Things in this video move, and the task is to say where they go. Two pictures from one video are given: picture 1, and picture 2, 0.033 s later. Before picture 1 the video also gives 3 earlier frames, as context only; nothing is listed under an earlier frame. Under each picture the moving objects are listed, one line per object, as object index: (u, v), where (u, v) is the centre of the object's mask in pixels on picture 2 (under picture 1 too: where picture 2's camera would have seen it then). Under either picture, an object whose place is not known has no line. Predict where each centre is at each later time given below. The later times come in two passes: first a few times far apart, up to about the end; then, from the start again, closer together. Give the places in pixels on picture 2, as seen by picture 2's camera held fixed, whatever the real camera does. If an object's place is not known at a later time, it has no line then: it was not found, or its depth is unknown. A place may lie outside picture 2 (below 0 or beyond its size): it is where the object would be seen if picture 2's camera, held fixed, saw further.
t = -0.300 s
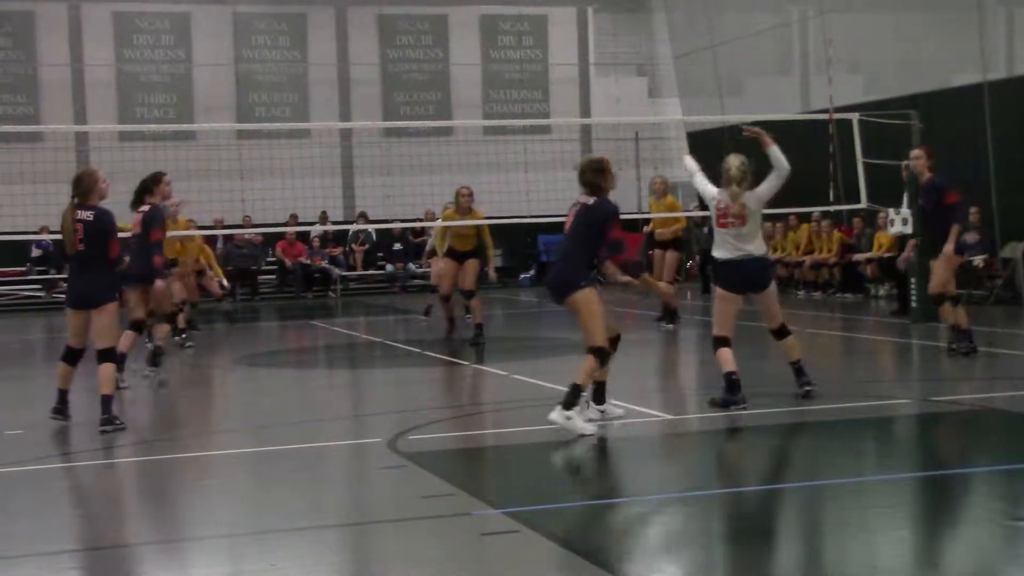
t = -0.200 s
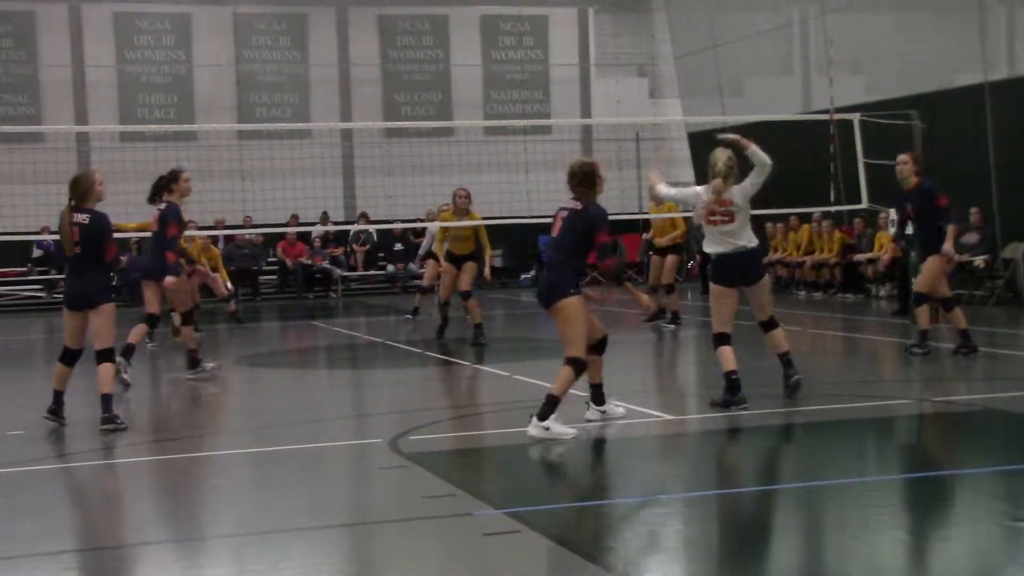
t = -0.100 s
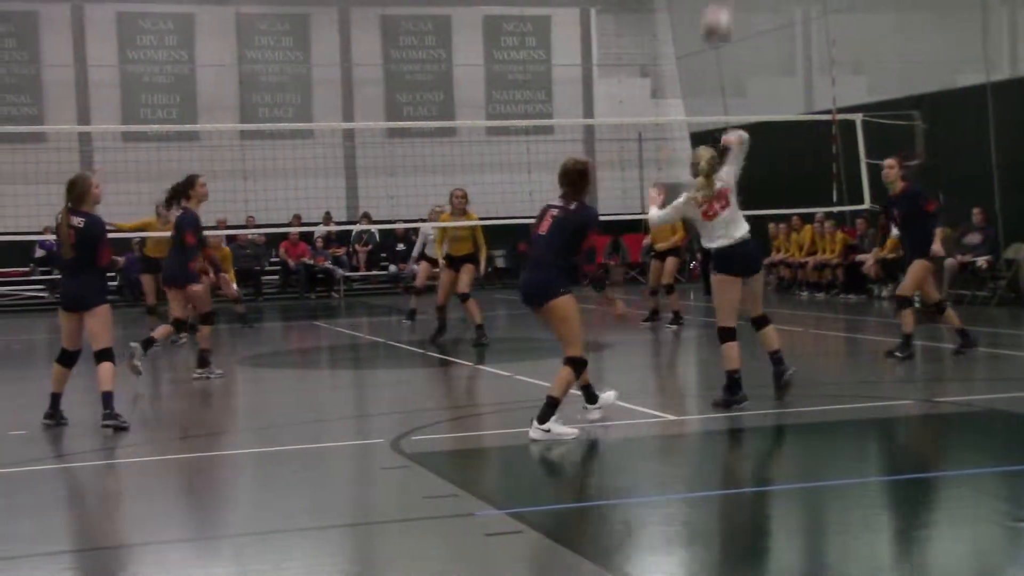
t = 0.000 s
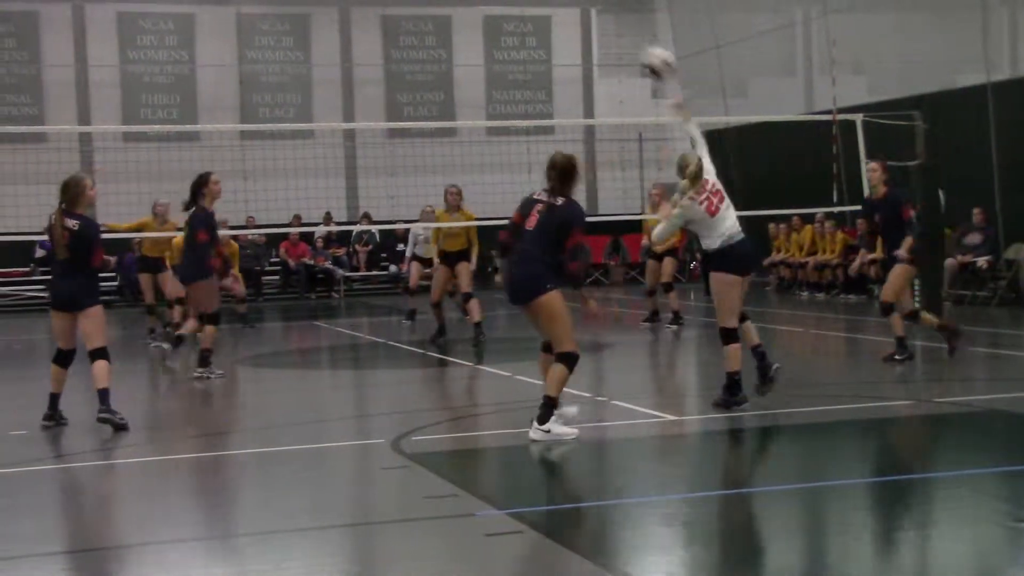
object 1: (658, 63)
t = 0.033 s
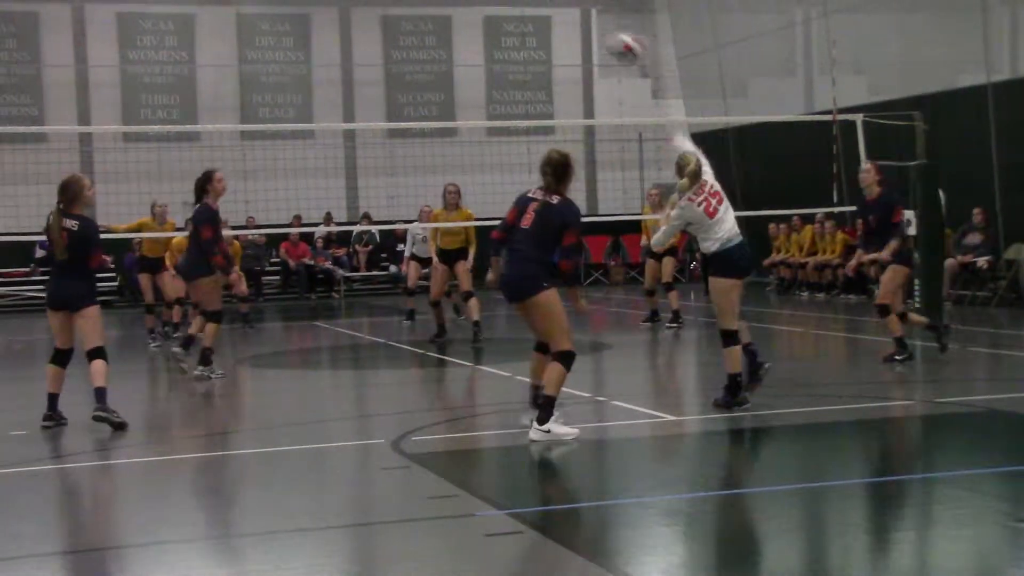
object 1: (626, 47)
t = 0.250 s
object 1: (451, 4)
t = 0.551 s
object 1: (294, 25)
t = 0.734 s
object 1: (224, 80)
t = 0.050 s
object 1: (611, 41)
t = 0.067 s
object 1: (596, 33)
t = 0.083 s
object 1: (579, 27)
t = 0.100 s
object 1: (565, 22)
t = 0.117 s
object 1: (553, 15)
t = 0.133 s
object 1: (538, 8)
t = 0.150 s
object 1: (525, 8)
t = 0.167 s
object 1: (512, 6)
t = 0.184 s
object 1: (499, 8)
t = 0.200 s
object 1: (487, 6)
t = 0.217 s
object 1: (474, 5)
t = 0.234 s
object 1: (463, 4)
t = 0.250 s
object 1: (451, 4)
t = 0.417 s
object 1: (354, 6)
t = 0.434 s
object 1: (348, 6)
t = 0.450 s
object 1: (337, 8)
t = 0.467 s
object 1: (330, 9)
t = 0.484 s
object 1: (322, 11)
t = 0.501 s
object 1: (314, 14)
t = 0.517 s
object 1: (308, 17)
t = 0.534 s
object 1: (300, 21)
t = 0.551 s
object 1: (294, 25)
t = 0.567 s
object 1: (290, 29)
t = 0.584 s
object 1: (282, 33)
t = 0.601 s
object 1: (273, 36)
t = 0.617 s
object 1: (267, 42)
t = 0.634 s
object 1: (260, 47)
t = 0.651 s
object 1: (254, 52)
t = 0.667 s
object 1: (247, 57)
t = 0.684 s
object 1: (240, 62)
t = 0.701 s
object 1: (234, 68)
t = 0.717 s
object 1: (229, 74)
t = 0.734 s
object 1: (224, 80)
